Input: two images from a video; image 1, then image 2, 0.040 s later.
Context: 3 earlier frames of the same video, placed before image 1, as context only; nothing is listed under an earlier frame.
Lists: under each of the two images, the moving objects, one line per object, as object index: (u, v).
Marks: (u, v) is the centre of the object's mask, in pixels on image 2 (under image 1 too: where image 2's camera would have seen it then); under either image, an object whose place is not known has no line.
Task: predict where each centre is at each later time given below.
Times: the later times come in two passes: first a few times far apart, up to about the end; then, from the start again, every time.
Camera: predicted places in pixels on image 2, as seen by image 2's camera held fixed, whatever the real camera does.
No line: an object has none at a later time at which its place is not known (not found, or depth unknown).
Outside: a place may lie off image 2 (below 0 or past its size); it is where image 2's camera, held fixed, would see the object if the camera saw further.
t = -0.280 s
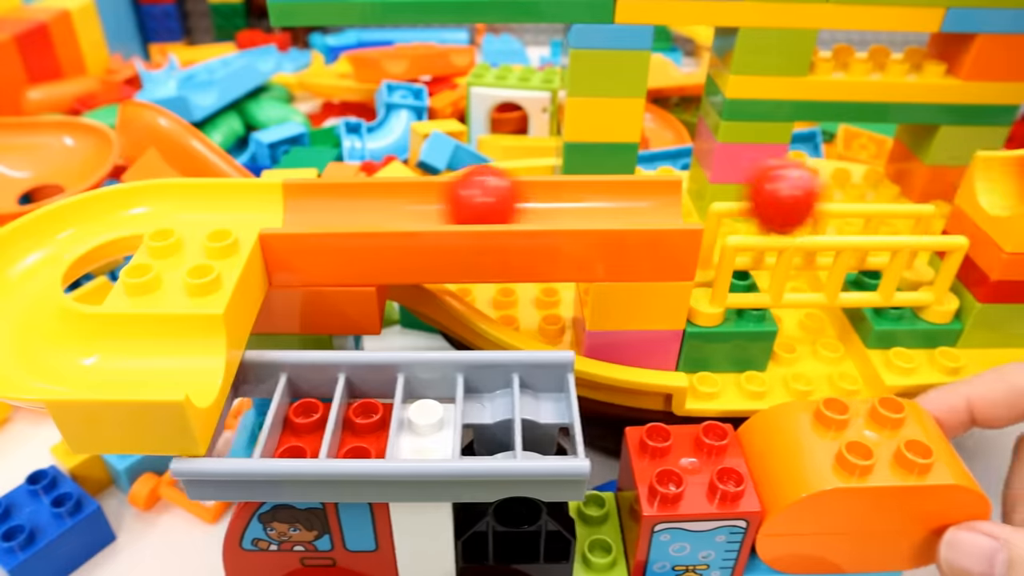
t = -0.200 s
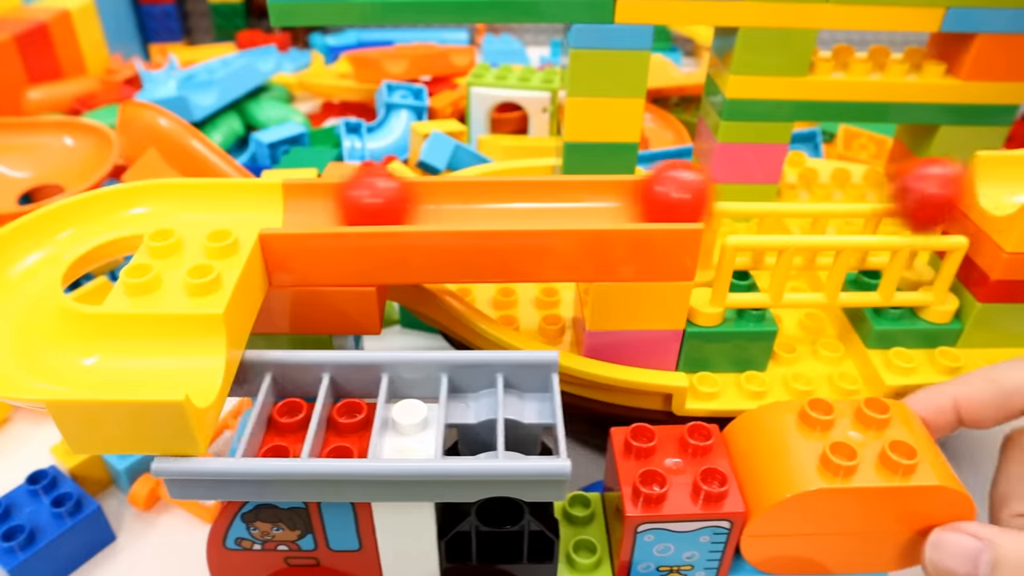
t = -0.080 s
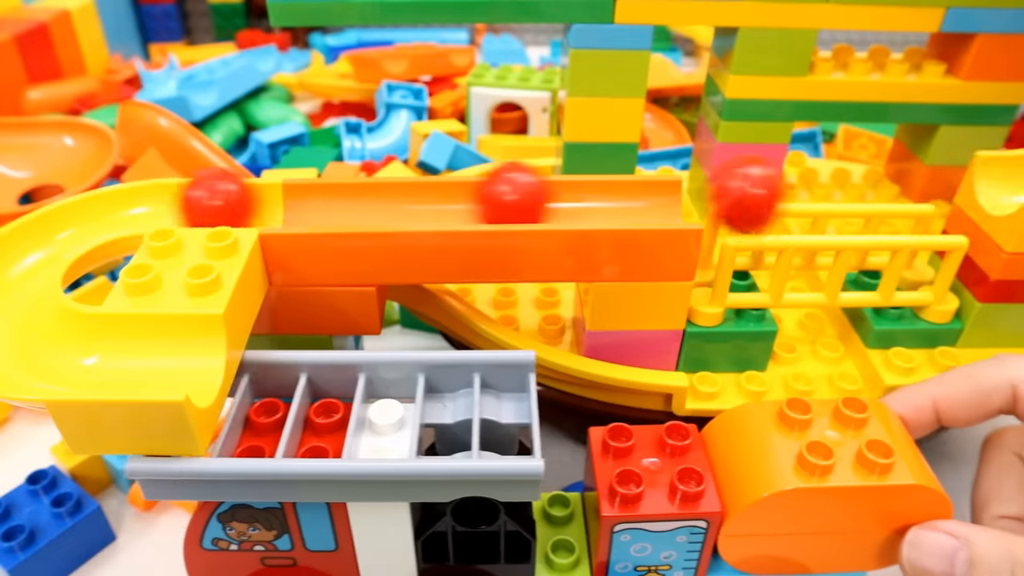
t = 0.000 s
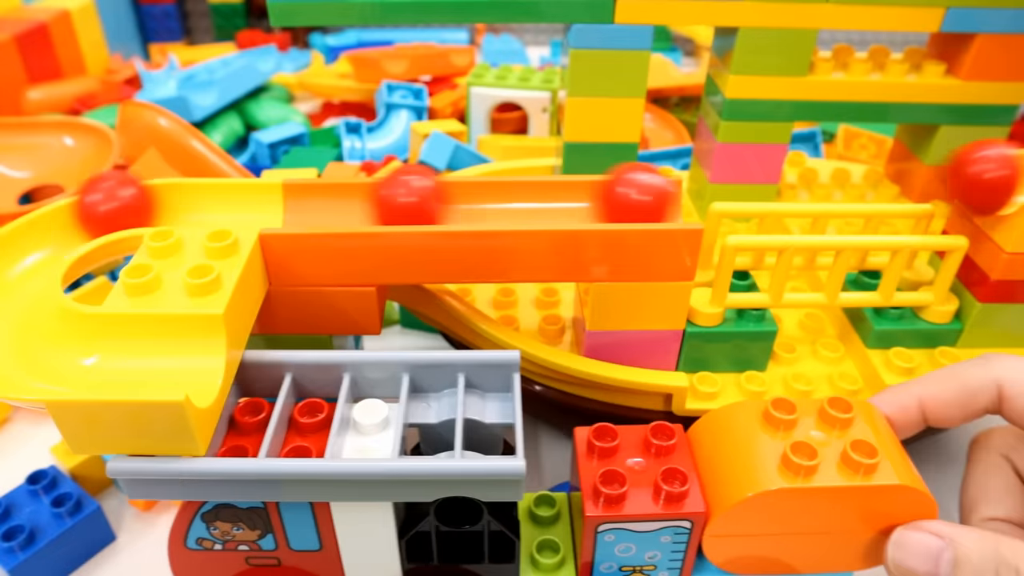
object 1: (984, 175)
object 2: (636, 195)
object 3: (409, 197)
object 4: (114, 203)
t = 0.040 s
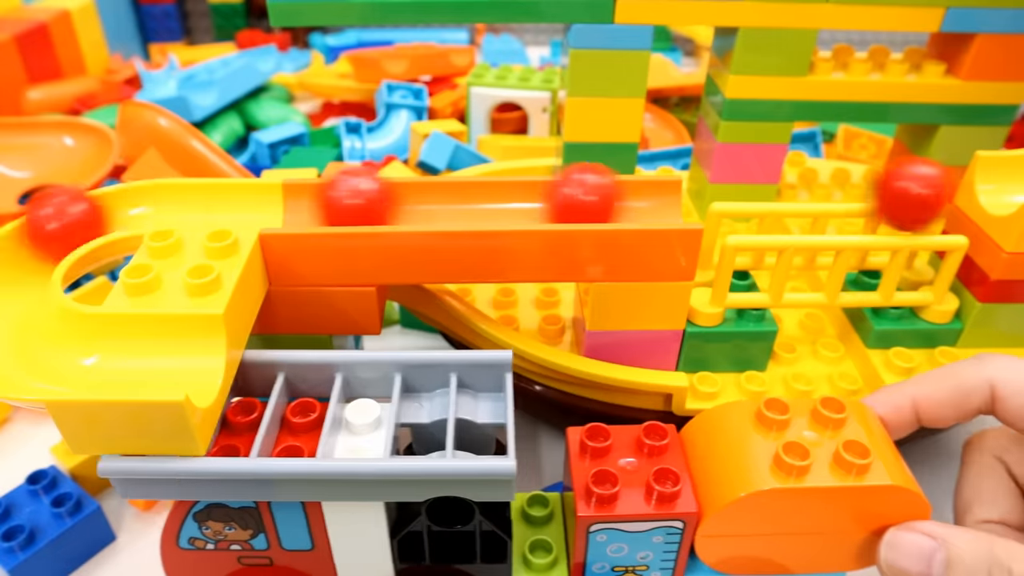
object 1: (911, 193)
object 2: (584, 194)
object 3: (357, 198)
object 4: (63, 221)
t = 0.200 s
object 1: (677, 192)
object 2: (347, 198)
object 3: (152, 199)
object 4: (30, 340)
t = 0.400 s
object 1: (387, 197)
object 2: (59, 221)
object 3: (21, 320)
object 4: (304, 370)
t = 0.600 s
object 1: (100, 207)
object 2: (83, 348)
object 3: (239, 359)
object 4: (432, 368)
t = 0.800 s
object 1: (37, 344)
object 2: (312, 382)
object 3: (433, 405)
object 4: (513, 368)
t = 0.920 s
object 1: (198, 352)
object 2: (373, 375)
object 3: (488, 407)
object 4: (565, 369)
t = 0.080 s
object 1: (852, 196)
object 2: (526, 196)
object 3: (306, 199)
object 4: (29, 252)
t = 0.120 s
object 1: (792, 195)
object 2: (466, 196)
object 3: (254, 201)
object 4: (20, 286)
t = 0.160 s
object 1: (733, 194)
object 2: (408, 197)
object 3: (202, 199)
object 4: (20, 318)
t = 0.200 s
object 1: (677, 192)
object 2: (347, 198)
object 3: (152, 199)
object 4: (30, 340)
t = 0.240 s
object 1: (621, 193)
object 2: (290, 200)
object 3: (102, 207)
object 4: (64, 349)
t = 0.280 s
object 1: (567, 195)
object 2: (230, 200)
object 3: (53, 224)
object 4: (123, 348)
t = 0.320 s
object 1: (507, 196)
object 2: (173, 199)
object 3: (27, 257)
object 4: (181, 351)
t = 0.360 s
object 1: (447, 197)
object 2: (116, 204)
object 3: (21, 290)
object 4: (247, 361)
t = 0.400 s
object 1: (387, 197)
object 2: (59, 221)
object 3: (21, 320)
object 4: (304, 370)
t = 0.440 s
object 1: (330, 199)
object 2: (27, 254)
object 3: (33, 341)
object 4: (366, 375)
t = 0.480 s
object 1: (270, 200)
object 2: (18, 286)
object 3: (63, 349)
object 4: (388, 364)
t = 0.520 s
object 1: (214, 199)
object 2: (23, 326)
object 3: (122, 349)
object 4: (400, 367)
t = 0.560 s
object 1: (156, 199)
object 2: (36, 344)
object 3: (178, 350)
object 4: (410, 366)
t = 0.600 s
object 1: (100, 207)
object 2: (83, 348)
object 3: (239, 359)
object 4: (432, 368)
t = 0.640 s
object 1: (48, 228)
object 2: (141, 348)
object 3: (293, 375)
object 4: (448, 375)
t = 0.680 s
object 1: (24, 264)
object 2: (201, 353)
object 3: (348, 370)
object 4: (458, 378)
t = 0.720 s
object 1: (20, 296)
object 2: (266, 375)
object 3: (370, 386)
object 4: (475, 374)
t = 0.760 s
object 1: (23, 327)
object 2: (297, 382)
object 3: (407, 405)
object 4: (492, 370)
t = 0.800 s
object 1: (37, 344)
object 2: (312, 382)
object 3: (433, 405)
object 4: (513, 368)
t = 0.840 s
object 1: (83, 348)
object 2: (334, 379)
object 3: (449, 406)
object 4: (529, 369)
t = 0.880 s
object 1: (141, 348)
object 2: (354, 377)
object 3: (468, 407)
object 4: (547, 369)
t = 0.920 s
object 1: (198, 352)
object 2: (373, 375)
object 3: (488, 407)
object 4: (565, 369)
